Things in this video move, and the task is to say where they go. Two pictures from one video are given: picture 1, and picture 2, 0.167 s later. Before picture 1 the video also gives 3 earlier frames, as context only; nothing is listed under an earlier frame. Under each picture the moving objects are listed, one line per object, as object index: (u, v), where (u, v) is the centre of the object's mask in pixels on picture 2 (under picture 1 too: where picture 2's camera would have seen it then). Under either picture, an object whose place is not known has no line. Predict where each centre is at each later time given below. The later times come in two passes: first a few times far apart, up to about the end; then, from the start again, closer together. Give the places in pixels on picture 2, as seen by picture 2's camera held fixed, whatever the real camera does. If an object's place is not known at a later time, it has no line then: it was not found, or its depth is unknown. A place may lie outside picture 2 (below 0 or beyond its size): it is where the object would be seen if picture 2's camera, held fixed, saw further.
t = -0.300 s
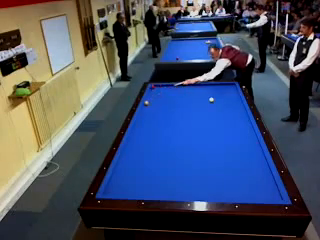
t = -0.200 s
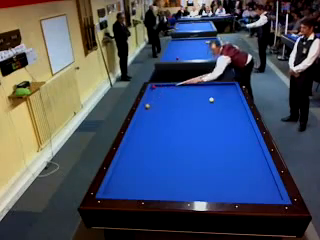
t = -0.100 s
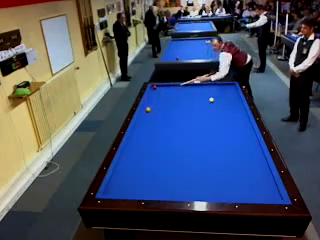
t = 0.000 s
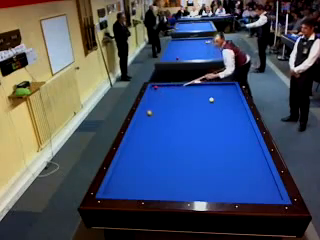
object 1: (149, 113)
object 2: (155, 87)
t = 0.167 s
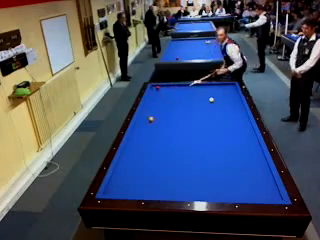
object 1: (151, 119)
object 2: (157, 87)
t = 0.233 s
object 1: (151, 122)
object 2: (157, 88)
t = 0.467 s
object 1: (155, 131)
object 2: (161, 88)
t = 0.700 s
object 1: (157, 143)
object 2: (162, 88)
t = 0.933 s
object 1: (162, 157)
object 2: (165, 89)
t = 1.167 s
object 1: (166, 174)
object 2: (168, 89)
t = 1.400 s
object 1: (172, 193)
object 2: (171, 90)
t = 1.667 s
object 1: (189, 182)
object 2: (173, 90)
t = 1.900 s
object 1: (202, 173)
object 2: (176, 91)
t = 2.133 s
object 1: (214, 164)
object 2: (178, 91)
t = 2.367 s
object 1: (225, 156)
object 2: (179, 92)
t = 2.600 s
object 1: (234, 149)
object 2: (182, 92)
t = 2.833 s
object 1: (243, 142)
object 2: (183, 92)
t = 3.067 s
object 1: (251, 136)
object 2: (185, 92)
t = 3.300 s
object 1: (248, 131)
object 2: (187, 93)
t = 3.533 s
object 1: (242, 127)
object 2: (188, 93)
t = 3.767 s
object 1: (235, 123)
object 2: (189, 94)
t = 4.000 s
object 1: (229, 120)
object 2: (190, 94)
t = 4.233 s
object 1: (224, 116)
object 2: (192, 94)
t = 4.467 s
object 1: (218, 113)
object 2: (193, 94)
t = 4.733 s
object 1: (213, 110)
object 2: (193, 94)
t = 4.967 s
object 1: (209, 107)
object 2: (195, 94)
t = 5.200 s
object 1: (205, 105)
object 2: (195, 95)
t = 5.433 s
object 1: (201, 102)
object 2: (195, 95)
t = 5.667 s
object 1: (197, 100)
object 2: (195, 95)
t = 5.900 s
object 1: (194, 98)
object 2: (195, 94)
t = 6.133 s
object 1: (192, 97)
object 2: (196, 94)
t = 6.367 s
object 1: (189, 95)
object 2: (196, 95)
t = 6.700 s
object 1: (184, 92)
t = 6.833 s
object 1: (183, 92)
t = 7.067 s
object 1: (180, 90)
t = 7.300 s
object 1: (179, 89)
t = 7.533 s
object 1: (176, 88)
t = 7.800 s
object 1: (174, 87)
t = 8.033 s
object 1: (172, 86)
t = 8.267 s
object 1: (171, 85)
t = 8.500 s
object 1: (169, 85)
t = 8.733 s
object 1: (168, 86)
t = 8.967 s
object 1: (166, 87)
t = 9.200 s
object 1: (165, 87)
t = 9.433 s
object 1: (163, 88)
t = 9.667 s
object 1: (163, 88)
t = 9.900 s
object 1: (161, 88)
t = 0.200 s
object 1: (151, 120)
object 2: (157, 88)
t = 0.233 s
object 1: (151, 122)
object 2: (157, 88)
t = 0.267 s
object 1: (152, 123)
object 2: (157, 88)
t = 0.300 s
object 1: (152, 124)
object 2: (157, 88)
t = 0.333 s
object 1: (153, 125)
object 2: (158, 87)
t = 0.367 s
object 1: (153, 127)
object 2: (159, 87)
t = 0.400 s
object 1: (154, 129)
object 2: (160, 88)
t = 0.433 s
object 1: (154, 130)
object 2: (161, 88)
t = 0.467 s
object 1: (155, 131)
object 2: (161, 88)
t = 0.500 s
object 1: (155, 133)
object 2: (161, 88)
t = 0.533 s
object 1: (155, 135)
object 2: (161, 88)
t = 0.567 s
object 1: (156, 136)
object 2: (162, 88)
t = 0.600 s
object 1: (156, 138)
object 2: (162, 87)
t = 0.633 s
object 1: (157, 140)
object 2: (162, 88)
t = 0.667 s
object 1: (157, 141)
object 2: (162, 88)
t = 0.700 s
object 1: (157, 143)
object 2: (162, 88)
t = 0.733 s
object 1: (158, 145)
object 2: (163, 88)
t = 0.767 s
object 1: (159, 147)
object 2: (163, 88)
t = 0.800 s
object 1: (159, 149)
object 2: (163, 88)
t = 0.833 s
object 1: (160, 151)
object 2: (164, 88)
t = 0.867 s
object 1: (160, 153)
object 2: (164, 88)
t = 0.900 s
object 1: (161, 155)
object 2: (165, 89)
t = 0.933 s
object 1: (162, 157)
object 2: (165, 89)
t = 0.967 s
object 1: (162, 160)
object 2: (166, 89)
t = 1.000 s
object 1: (163, 162)
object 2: (166, 89)
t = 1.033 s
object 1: (164, 164)
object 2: (167, 89)
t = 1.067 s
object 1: (165, 167)
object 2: (167, 89)
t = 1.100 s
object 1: (165, 169)
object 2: (167, 89)
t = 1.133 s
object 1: (166, 171)
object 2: (168, 89)
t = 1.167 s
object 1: (166, 174)
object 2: (168, 89)
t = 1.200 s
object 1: (167, 177)
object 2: (168, 89)
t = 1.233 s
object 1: (168, 179)
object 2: (169, 89)
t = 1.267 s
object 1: (169, 182)
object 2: (169, 89)
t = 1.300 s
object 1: (170, 185)
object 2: (169, 89)
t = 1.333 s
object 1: (170, 188)
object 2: (170, 89)
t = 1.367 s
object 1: (171, 191)
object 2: (171, 90)
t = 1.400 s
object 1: (172, 193)
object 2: (171, 90)
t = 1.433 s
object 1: (173, 194)
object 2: (171, 90)
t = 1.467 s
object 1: (176, 192)
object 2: (171, 90)
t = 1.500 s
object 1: (179, 191)
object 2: (172, 90)
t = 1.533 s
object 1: (181, 188)
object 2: (172, 90)
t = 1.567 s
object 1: (183, 187)
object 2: (172, 90)
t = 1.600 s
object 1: (185, 185)
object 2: (173, 90)
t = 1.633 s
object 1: (187, 184)
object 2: (173, 90)
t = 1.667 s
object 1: (189, 182)
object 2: (173, 90)
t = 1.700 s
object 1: (191, 181)
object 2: (173, 90)
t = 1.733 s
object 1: (193, 180)
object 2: (173, 90)
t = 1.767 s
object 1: (195, 178)
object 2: (174, 90)
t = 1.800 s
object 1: (197, 177)
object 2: (175, 90)
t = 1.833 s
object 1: (199, 175)
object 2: (175, 90)
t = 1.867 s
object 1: (200, 174)
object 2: (175, 90)
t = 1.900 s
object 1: (202, 173)
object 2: (176, 91)
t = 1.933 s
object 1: (204, 172)
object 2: (177, 91)
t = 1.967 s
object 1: (205, 170)
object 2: (177, 91)
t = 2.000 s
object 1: (207, 169)
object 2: (177, 91)
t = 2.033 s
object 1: (209, 168)
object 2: (177, 91)
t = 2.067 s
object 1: (211, 166)
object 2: (177, 91)
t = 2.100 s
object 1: (212, 165)
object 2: (178, 91)
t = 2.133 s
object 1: (214, 164)
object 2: (178, 91)
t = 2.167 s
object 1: (215, 163)
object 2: (178, 91)
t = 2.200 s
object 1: (217, 162)
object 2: (178, 91)
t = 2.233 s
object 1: (219, 160)
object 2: (179, 92)
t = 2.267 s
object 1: (220, 159)
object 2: (179, 92)
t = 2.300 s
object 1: (222, 158)
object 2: (178, 92)
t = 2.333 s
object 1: (223, 157)
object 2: (178, 92)
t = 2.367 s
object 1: (225, 156)
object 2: (179, 92)
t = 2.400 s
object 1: (226, 155)
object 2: (180, 92)
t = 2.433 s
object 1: (228, 154)
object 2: (180, 92)
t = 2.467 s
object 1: (229, 153)
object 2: (180, 92)
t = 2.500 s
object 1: (230, 152)
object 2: (181, 92)
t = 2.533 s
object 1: (232, 151)
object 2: (181, 92)
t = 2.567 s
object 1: (233, 150)
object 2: (181, 92)
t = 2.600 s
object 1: (234, 149)
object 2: (182, 92)
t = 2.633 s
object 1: (236, 148)
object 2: (182, 92)
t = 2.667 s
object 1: (237, 147)
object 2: (182, 92)
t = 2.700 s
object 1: (238, 146)
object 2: (182, 92)
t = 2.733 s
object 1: (239, 145)
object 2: (183, 92)
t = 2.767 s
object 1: (241, 144)
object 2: (183, 92)
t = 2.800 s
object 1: (242, 143)
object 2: (183, 92)
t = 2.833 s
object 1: (243, 142)
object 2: (183, 92)
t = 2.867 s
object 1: (244, 141)
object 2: (184, 92)
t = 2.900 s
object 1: (245, 140)
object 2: (184, 92)
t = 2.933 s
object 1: (247, 140)
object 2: (184, 92)
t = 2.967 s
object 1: (248, 139)
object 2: (185, 92)
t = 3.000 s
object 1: (249, 138)
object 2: (185, 92)
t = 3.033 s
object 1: (250, 137)
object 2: (185, 92)
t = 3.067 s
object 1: (251, 136)
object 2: (185, 92)
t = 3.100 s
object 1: (252, 135)
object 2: (186, 93)
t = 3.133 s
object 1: (253, 135)
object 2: (186, 92)
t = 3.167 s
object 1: (252, 134)
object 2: (186, 93)
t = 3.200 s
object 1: (251, 133)
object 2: (186, 93)
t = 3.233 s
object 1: (250, 133)
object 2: (186, 93)
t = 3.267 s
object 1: (249, 132)
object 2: (187, 93)
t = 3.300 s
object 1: (248, 131)
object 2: (187, 93)
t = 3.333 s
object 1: (247, 131)
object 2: (187, 93)
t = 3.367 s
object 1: (246, 130)
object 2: (187, 93)
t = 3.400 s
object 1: (245, 130)
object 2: (188, 93)
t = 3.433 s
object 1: (244, 129)
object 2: (188, 93)
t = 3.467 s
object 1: (243, 128)
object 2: (188, 93)
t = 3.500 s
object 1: (242, 128)
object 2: (188, 93)
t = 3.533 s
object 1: (242, 127)
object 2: (188, 93)
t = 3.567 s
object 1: (240, 127)
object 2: (189, 93)
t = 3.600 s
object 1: (239, 126)
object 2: (189, 93)
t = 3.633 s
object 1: (238, 125)
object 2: (189, 93)
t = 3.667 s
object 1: (237, 125)
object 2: (189, 93)
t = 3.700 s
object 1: (236, 124)
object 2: (189, 94)
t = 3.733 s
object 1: (235, 123)
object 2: (189, 94)
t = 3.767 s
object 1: (235, 123)
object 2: (189, 94)
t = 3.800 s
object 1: (234, 122)
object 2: (189, 94)
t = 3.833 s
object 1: (233, 122)
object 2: (189, 94)
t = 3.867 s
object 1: (232, 121)
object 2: (190, 94)
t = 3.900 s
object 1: (231, 121)
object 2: (190, 94)
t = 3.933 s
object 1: (230, 121)
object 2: (190, 94)
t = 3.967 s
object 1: (230, 120)
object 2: (190, 94)
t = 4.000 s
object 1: (229, 120)
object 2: (190, 94)
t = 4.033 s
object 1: (228, 119)
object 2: (191, 94)
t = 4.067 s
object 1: (227, 119)
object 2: (191, 94)
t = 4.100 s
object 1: (227, 118)
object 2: (191, 94)
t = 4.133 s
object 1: (226, 118)
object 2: (191, 94)
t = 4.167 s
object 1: (225, 117)
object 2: (191, 94)
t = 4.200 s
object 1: (224, 117)
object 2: (191, 94)
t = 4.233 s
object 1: (224, 116)
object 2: (192, 94)
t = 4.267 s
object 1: (223, 116)
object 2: (192, 94)
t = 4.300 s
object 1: (222, 115)
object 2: (192, 94)
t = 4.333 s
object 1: (221, 115)
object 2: (192, 94)
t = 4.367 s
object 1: (220, 115)
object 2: (192, 94)
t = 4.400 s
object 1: (220, 114)
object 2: (192, 94)
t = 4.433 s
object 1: (219, 114)
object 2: (193, 94)
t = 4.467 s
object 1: (218, 113)
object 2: (193, 94)
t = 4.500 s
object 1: (217, 113)
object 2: (193, 94)
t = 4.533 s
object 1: (217, 113)
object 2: (193, 94)
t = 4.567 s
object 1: (216, 112)
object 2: (193, 94)
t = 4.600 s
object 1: (216, 112)
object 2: (193, 94)
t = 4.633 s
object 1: (215, 112)
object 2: (193, 94)
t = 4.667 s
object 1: (214, 111)
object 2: (193, 94)
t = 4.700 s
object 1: (213, 110)
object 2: (193, 94)
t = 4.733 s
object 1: (213, 110)
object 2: (193, 94)
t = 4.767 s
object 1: (213, 110)
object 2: (193, 94)
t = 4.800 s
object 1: (212, 109)
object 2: (193, 94)
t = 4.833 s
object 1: (211, 109)
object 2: (193, 94)
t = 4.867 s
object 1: (210, 108)
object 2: (193, 94)
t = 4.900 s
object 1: (210, 108)
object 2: (194, 94)
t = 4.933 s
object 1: (210, 108)
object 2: (195, 94)
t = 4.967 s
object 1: (209, 107)
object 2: (195, 94)
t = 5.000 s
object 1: (208, 107)
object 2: (195, 94)
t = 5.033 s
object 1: (208, 107)
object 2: (195, 94)
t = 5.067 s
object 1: (207, 106)
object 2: (195, 94)
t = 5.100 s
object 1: (207, 106)
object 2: (195, 94)
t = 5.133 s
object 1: (206, 105)
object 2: (195, 95)
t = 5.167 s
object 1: (205, 105)
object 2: (195, 94)
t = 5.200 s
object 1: (205, 105)
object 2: (195, 95)
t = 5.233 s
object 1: (204, 105)
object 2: (195, 94)
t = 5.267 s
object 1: (204, 104)
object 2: (195, 95)
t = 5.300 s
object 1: (203, 104)
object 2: (195, 95)
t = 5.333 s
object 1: (203, 104)
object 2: (195, 95)
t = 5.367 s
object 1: (202, 103)
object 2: (195, 95)
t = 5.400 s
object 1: (202, 103)
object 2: (195, 95)
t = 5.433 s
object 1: (201, 102)
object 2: (195, 95)
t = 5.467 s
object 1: (200, 102)
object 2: (195, 95)
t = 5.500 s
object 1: (200, 102)
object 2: (196, 95)
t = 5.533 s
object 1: (199, 101)
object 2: (196, 95)
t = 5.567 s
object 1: (199, 101)
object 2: (196, 95)
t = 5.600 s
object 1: (199, 101)
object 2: (195, 95)
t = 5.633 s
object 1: (198, 101)
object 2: (196, 95)
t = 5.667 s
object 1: (197, 100)
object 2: (195, 95)
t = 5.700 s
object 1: (197, 100)
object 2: (195, 95)
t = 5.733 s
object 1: (197, 100)
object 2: (195, 95)
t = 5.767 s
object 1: (196, 100)
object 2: (195, 95)
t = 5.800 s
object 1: (196, 100)
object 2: (195, 95)
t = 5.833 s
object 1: (195, 99)
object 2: (195, 95)
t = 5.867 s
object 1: (195, 99)
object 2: (196, 94)
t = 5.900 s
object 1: (194, 98)
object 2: (195, 94)
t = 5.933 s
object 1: (194, 98)
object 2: (196, 94)
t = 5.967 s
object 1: (194, 98)
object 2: (196, 94)
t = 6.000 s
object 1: (194, 98)
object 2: (196, 94)
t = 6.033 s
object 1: (193, 98)
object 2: (196, 94)
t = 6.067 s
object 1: (193, 97)
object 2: (196, 94)
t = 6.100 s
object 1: (192, 97)
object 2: (196, 94)
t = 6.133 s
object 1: (192, 97)
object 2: (196, 94)
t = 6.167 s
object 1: (192, 97)
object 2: (196, 94)
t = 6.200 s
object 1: (191, 96)
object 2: (196, 95)
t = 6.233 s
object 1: (190, 96)
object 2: (196, 95)
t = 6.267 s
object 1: (190, 96)
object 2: (196, 95)
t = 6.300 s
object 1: (190, 96)
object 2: (196, 95)
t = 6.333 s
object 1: (189, 95)
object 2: (196, 95)
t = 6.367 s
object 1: (189, 95)
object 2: (196, 95)
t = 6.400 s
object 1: (188, 95)
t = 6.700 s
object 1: (184, 92)
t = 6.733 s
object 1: (184, 92)
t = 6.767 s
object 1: (184, 92)
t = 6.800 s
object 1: (183, 92)
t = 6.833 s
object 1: (183, 92)
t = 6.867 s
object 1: (182, 92)
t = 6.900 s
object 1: (182, 91)
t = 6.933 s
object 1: (182, 91)
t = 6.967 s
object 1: (182, 91)
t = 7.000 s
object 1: (181, 91)
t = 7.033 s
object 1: (181, 91)
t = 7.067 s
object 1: (180, 90)
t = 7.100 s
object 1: (180, 90)
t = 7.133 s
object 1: (180, 90)
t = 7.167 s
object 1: (179, 90)
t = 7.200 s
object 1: (179, 90)
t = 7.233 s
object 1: (179, 90)
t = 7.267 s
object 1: (179, 89)
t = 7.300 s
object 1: (179, 89)
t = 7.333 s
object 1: (178, 89)
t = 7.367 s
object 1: (178, 89)
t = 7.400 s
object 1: (177, 88)
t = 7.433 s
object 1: (177, 88)
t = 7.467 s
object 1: (177, 88)
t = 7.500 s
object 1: (177, 88)
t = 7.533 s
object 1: (176, 88)
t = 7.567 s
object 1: (176, 88)
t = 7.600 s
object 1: (176, 88)
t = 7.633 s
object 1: (175, 88)
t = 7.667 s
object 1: (175, 87)
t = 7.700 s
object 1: (174, 87)
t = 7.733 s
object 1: (174, 87)
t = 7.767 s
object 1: (174, 87)
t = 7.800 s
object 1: (174, 87)
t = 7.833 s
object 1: (174, 87)
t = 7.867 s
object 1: (174, 87)
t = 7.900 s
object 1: (173, 86)
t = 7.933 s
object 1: (173, 86)
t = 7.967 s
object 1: (173, 86)
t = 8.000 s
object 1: (173, 86)
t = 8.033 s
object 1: (172, 86)
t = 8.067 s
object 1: (172, 86)
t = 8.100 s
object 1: (172, 85)
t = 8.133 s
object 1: (172, 85)
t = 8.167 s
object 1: (171, 85)
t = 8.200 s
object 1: (171, 85)
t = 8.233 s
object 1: (171, 85)
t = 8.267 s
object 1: (171, 85)
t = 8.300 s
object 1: (171, 85)
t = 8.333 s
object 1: (170, 85)
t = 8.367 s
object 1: (170, 85)
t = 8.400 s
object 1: (169, 85)
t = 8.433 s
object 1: (169, 85)
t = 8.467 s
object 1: (169, 85)
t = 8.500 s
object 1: (169, 85)
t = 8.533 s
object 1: (169, 85)
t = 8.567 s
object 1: (168, 85)
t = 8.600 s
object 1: (168, 85)
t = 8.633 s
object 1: (168, 85)
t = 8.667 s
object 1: (168, 86)
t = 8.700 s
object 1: (168, 86)
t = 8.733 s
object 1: (168, 86)
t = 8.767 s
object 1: (168, 86)
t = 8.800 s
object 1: (167, 86)
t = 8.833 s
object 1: (167, 86)
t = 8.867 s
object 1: (167, 86)
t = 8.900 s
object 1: (166, 86)
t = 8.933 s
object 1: (166, 86)
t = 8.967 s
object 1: (166, 87)
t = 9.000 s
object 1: (166, 87)
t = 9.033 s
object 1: (166, 87)
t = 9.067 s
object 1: (166, 87)
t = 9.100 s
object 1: (166, 87)
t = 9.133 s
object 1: (165, 87)
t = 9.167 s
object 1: (165, 87)
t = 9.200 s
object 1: (165, 87)
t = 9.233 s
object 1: (165, 87)
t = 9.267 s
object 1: (164, 87)
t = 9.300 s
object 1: (164, 87)
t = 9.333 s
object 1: (164, 87)
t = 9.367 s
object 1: (164, 87)
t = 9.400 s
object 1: (164, 88)
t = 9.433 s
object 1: (163, 88)
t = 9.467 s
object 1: (163, 88)
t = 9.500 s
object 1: (163, 88)
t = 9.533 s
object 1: (163, 88)
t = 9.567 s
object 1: (163, 88)
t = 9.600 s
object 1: (163, 88)
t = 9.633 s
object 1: (163, 88)
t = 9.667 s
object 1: (163, 88)
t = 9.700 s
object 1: (162, 88)
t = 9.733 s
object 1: (162, 88)
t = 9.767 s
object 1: (162, 88)
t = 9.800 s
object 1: (162, 88)
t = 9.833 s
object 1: (162, 88)
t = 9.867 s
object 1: (162, 88)
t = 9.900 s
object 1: (161, 88)
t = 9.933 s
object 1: (161, 89)
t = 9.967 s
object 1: (161, 89)
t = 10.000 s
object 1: (161, 89)
